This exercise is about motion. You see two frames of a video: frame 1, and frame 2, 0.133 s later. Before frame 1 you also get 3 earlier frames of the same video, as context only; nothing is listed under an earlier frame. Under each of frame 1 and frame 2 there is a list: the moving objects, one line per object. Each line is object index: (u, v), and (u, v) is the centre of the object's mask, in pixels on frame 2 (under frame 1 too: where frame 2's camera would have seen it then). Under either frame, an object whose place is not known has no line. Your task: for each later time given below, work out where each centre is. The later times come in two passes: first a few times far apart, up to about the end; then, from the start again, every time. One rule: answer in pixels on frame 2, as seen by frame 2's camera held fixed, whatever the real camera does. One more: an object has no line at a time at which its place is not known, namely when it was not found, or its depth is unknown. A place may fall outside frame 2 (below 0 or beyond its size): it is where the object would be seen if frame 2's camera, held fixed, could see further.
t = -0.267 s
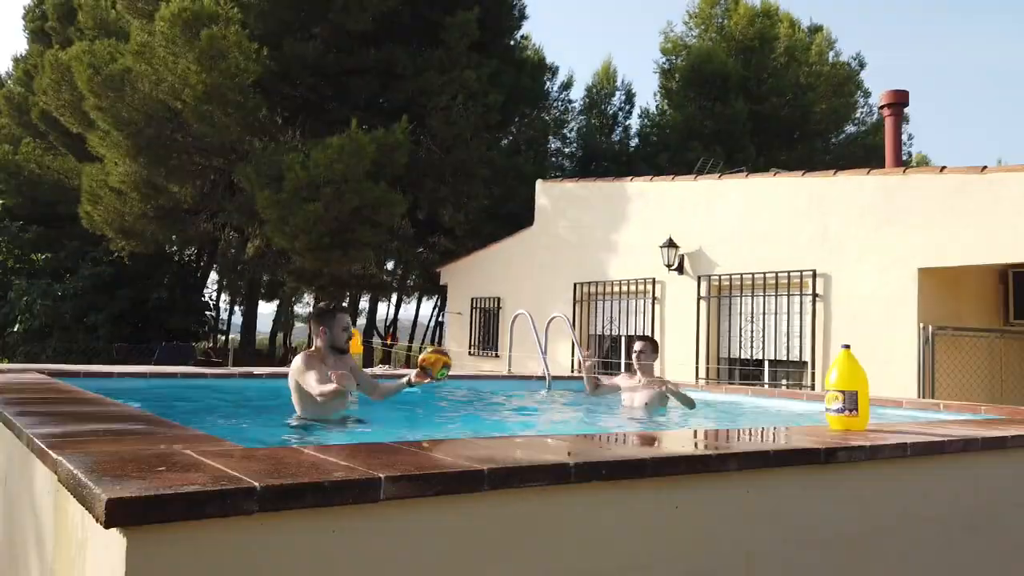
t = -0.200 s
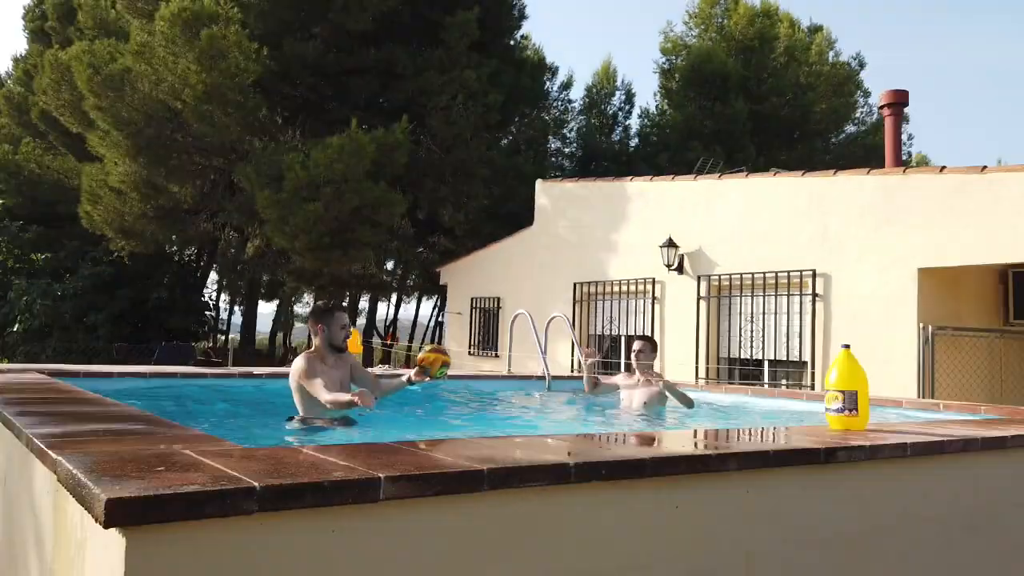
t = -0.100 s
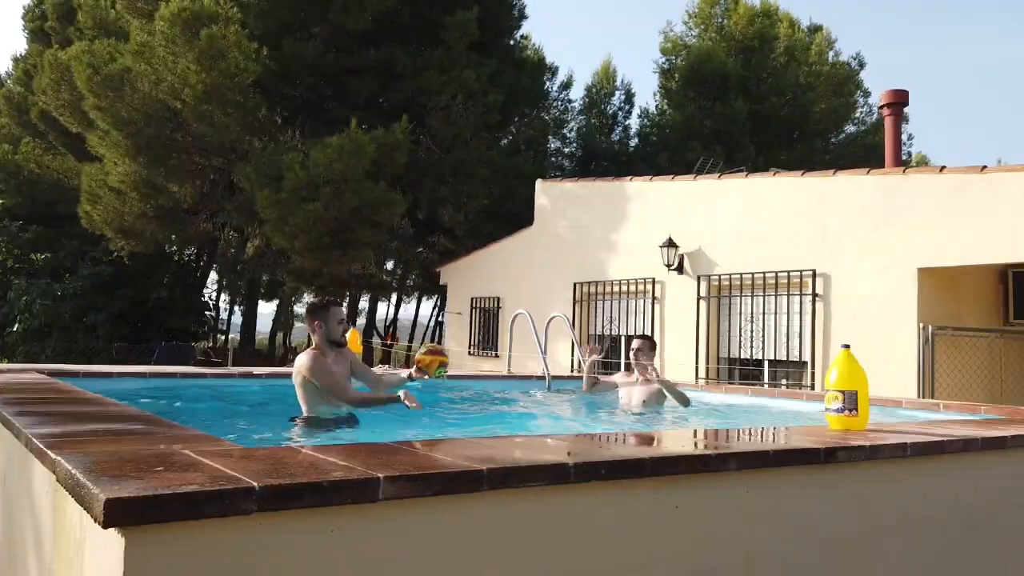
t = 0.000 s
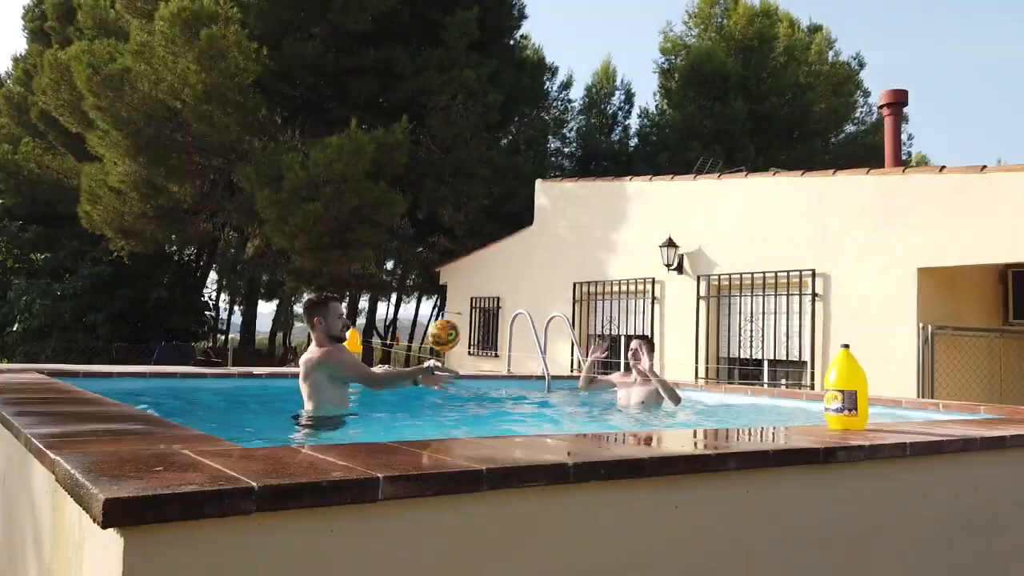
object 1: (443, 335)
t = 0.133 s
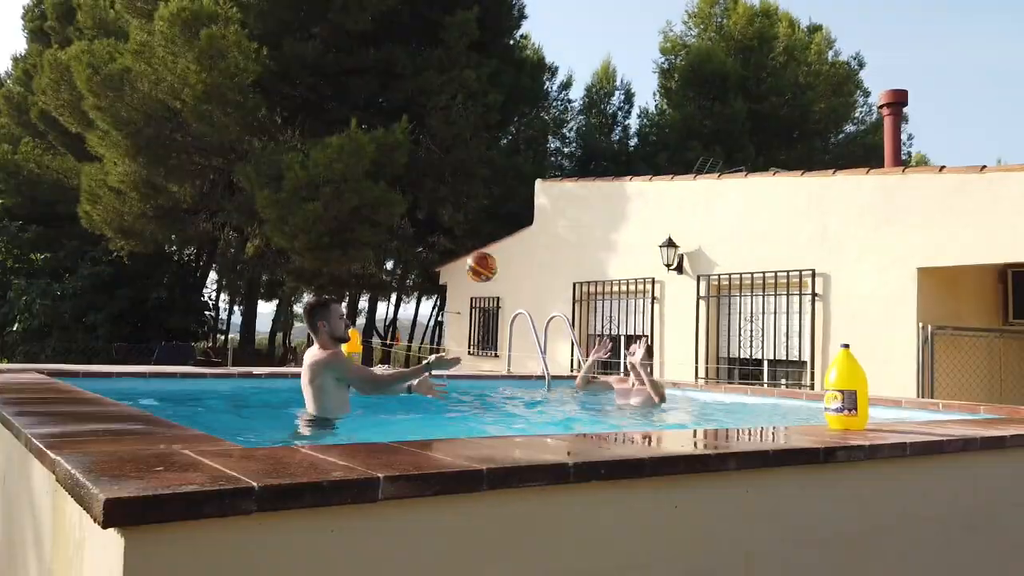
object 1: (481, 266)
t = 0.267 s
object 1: (514, 235)
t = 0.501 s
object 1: (562, 254)
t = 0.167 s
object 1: (490, 255)
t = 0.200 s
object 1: (498, 246)
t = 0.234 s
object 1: (506, 240)
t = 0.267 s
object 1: (514, 235)
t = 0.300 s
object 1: (522, 233)
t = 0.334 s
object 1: (529, 232)
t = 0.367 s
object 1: (536, 233)
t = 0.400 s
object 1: (542, 236)
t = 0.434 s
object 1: (549, 241)
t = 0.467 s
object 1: (556, 246)
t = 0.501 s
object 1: (562, 254)
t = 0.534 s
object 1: (568, 264)
